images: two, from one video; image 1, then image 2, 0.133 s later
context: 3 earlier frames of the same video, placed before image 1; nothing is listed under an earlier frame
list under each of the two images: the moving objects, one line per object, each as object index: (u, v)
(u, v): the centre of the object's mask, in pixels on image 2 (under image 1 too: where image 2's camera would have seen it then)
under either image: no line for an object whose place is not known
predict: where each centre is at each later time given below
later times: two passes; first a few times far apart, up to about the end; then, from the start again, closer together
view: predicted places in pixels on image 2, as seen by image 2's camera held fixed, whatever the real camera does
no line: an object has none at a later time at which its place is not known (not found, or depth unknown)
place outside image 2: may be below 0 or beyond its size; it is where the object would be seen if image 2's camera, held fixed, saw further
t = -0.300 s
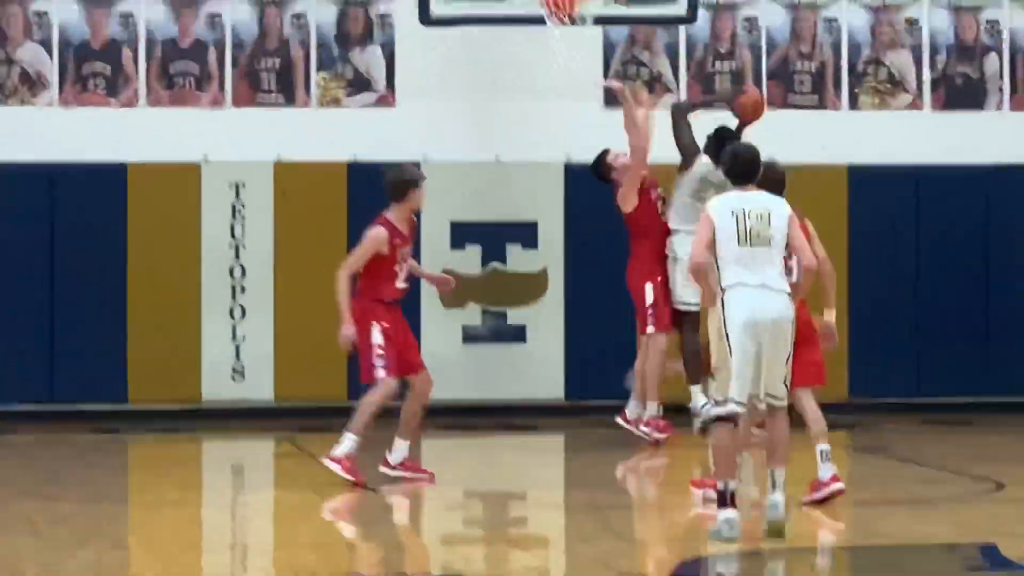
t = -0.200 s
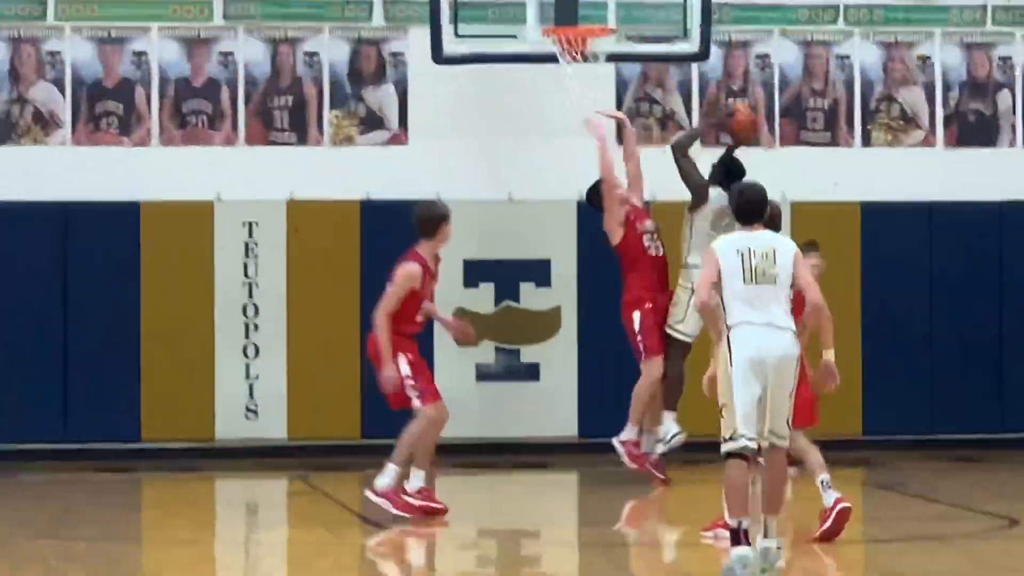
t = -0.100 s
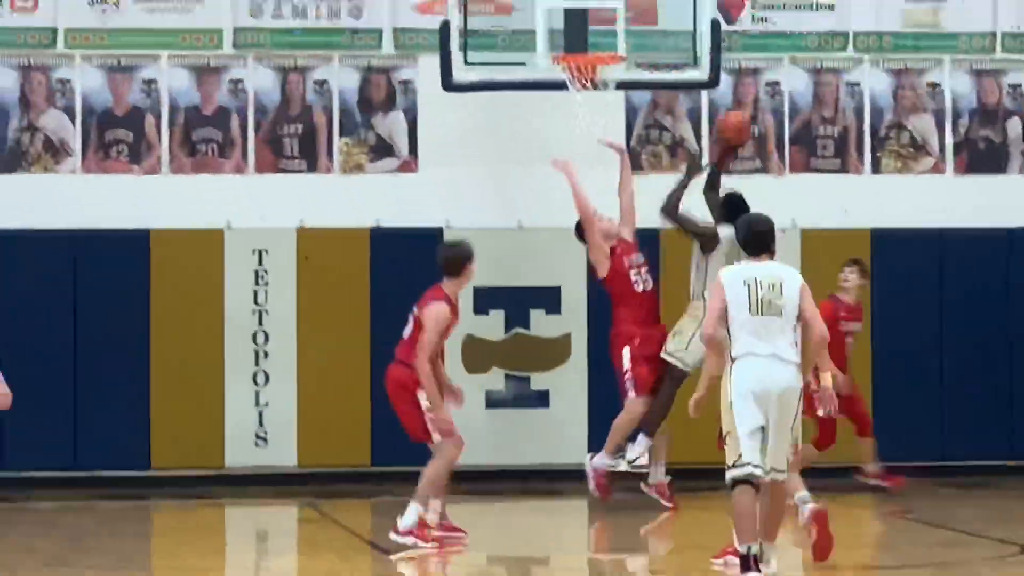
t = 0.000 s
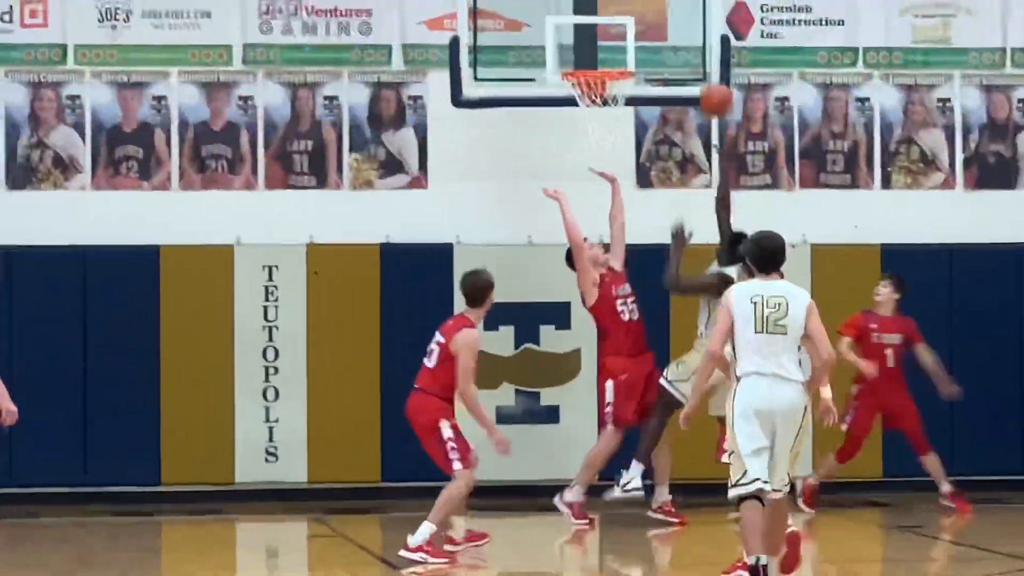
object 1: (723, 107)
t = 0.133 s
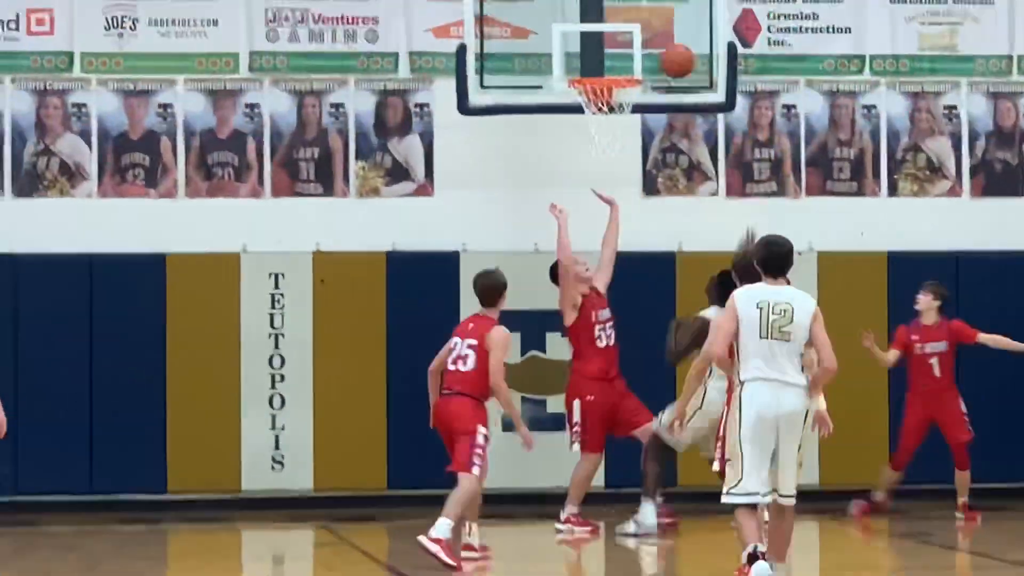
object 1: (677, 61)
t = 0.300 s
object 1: (623, 40)
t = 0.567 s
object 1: (594, 75)
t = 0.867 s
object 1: (636, 147)
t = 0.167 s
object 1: (666, 52)
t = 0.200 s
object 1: (655, 44)
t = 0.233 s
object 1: (643, 42)
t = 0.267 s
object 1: (631, 40)
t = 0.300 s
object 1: (623, 40)
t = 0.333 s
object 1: (618, 41)
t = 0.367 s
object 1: (613, 44)
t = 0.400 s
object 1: (607, 48)
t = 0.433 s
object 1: (603, 54)
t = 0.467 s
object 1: (597, 61)
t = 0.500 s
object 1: (591, 67)
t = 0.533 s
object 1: (588, 71)
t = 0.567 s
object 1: (594, 75)
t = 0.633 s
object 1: (610, 99)
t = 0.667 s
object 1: (610, 112)
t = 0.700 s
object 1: (615, 119)
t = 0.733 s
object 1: (621, 123)
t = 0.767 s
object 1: (623, 134)
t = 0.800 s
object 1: (627, 136)
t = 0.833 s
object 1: (631, 141)
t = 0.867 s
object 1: (636, 147)
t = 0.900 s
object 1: (638, 158)
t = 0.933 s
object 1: (641, 169)
